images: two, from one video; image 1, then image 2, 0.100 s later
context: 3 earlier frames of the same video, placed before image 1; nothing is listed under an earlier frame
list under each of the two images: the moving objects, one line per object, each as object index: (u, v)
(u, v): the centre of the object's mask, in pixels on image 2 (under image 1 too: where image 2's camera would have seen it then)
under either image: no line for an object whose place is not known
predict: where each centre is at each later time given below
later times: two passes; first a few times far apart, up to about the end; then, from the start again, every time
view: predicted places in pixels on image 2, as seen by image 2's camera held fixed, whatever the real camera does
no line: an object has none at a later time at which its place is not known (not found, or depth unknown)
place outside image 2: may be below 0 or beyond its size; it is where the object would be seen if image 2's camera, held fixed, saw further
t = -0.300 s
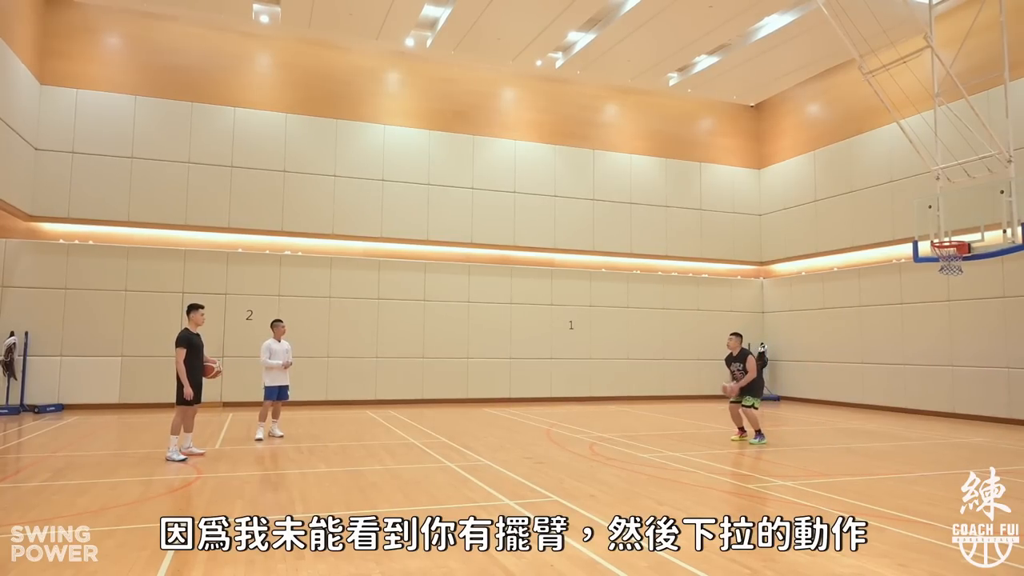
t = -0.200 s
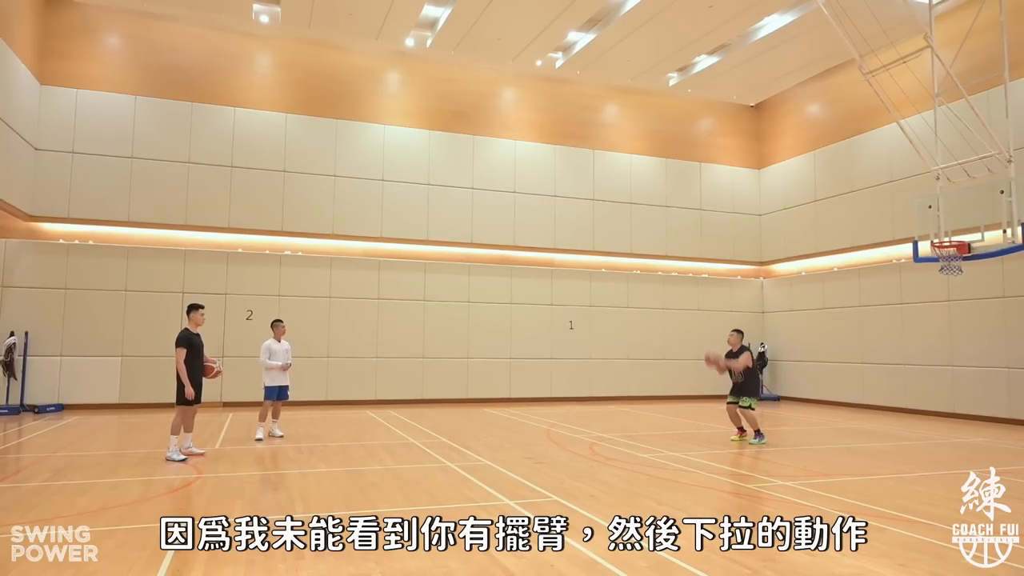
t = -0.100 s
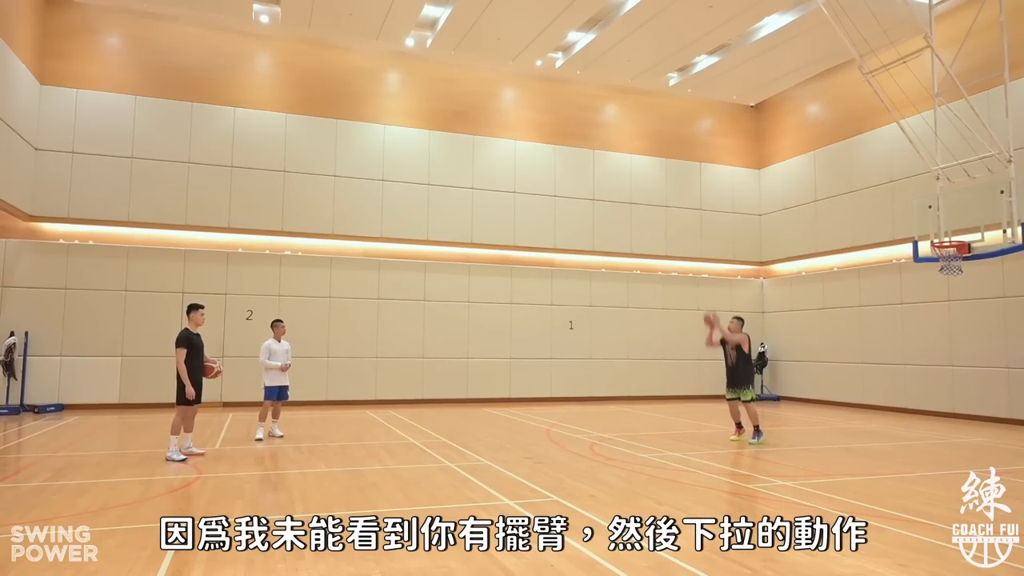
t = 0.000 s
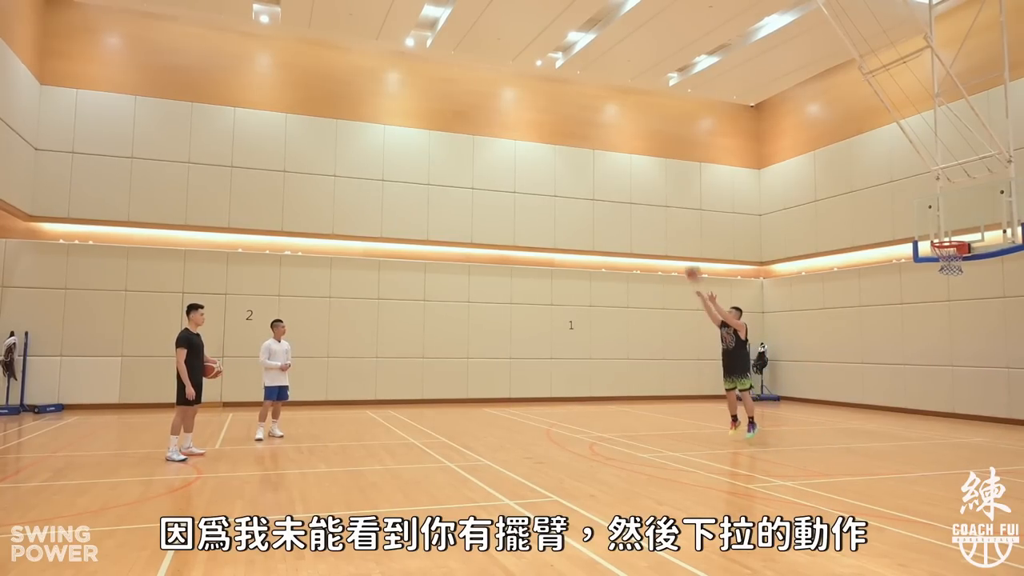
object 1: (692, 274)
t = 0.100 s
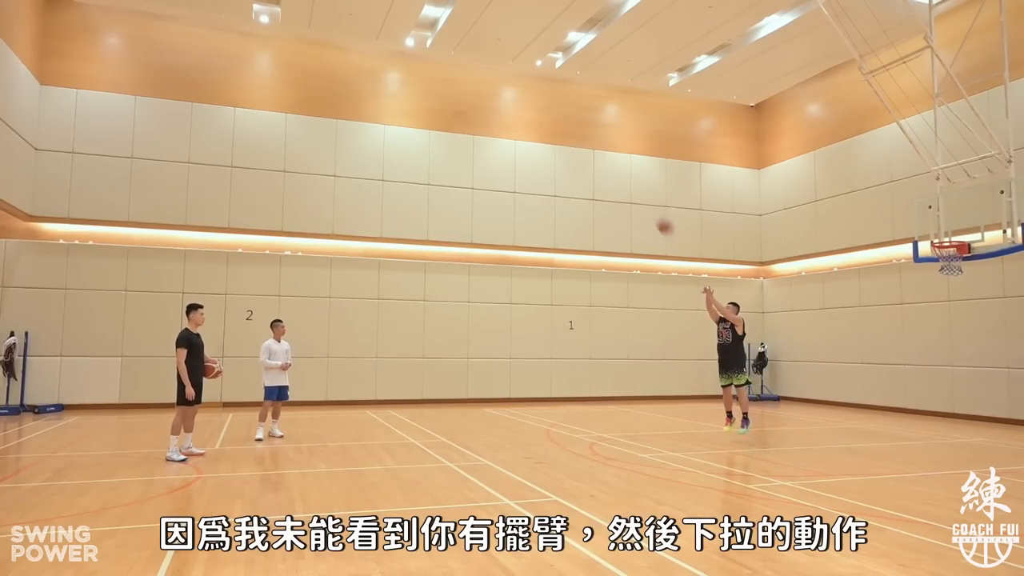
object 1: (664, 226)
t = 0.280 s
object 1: (615, 159)
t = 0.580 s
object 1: (538, 96)
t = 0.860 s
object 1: (468, 87)
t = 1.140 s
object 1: (399, 125)
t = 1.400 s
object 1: (333, 202)
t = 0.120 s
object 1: (659, 218)
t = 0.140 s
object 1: (653, 210)
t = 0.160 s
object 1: (648, 201)
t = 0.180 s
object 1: (642, 194)
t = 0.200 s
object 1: (637, 186)
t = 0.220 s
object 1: (632, 179)
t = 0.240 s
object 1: (626, 172)
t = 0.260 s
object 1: (620, 165)
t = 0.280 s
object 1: (615, 159)
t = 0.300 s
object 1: (610, 153)
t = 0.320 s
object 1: (605, 147)
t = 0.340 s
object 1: (599, 142)
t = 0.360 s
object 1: (594, 137)
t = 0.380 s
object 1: (589, 132)
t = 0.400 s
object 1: (583, 127)
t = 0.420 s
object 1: (578, 123)
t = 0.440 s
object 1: (574, 119)
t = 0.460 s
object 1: (568, 115)
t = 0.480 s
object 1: (564, 110)
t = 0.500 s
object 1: (558, 108)
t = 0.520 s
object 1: (553, 104)
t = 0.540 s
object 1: (548, 101)
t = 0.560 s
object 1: (543, 99)
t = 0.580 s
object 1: (538, 96)
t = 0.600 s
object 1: (533, 94)
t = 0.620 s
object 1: (528, 92)
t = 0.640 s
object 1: (523, 90)
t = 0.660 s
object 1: (518, 89)
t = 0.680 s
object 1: (513, 88)
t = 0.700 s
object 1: (508, 86)
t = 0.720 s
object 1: (503, 86)
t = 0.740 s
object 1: (498, 85)
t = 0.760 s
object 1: (493, 85)
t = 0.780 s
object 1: (488, 85)
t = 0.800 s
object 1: (483, 85)
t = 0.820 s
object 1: (478, 86)
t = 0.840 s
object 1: (473, 86)
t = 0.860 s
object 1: (468, 87)
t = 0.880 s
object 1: (463, 89)
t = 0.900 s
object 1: (458, 90)
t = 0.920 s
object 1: (454, 91)
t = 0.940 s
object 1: (448, 93)
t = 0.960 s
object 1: (444, 95)
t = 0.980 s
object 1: (439, 97)
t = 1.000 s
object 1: (434, 100)
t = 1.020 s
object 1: (429, 103)
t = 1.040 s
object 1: (424, 107)
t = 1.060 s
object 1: (419, 109)
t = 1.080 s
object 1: (414, 113)
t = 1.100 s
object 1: (409, 117)
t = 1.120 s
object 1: (404, 120)
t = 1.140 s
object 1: (399, 125)
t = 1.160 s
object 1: (394, 129)
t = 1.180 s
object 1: (389, 134)
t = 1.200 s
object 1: (384, 139)
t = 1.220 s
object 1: (379, 144)
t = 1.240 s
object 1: (374, 149)
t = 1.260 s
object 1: (369, 156)
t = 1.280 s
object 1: (364, 161)
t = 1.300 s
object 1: (359, 167)
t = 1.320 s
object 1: (354, 173)
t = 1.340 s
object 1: (349, 180)
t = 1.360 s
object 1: (344, 187)
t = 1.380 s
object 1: (338, 195)
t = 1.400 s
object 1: (333, 202)
